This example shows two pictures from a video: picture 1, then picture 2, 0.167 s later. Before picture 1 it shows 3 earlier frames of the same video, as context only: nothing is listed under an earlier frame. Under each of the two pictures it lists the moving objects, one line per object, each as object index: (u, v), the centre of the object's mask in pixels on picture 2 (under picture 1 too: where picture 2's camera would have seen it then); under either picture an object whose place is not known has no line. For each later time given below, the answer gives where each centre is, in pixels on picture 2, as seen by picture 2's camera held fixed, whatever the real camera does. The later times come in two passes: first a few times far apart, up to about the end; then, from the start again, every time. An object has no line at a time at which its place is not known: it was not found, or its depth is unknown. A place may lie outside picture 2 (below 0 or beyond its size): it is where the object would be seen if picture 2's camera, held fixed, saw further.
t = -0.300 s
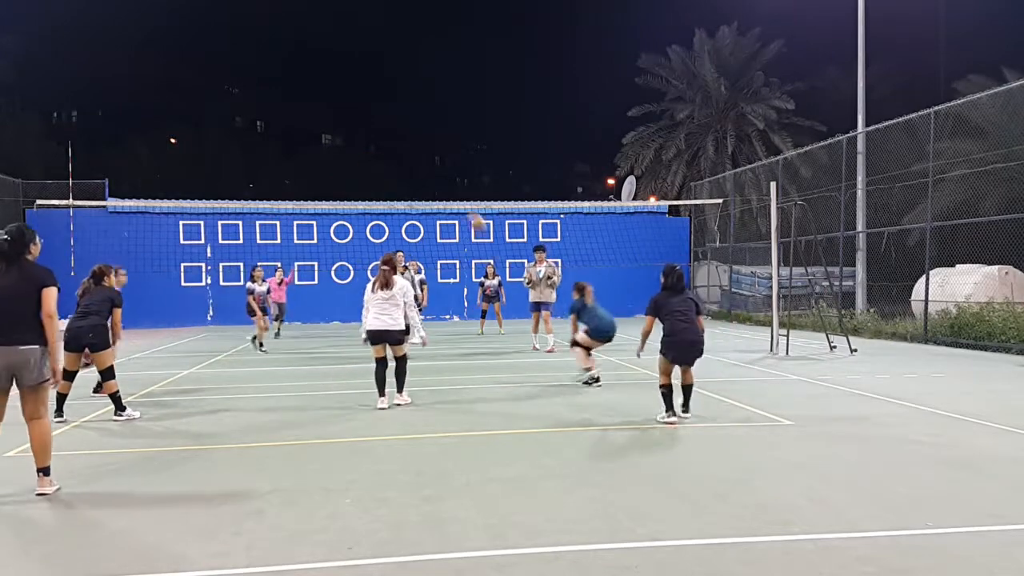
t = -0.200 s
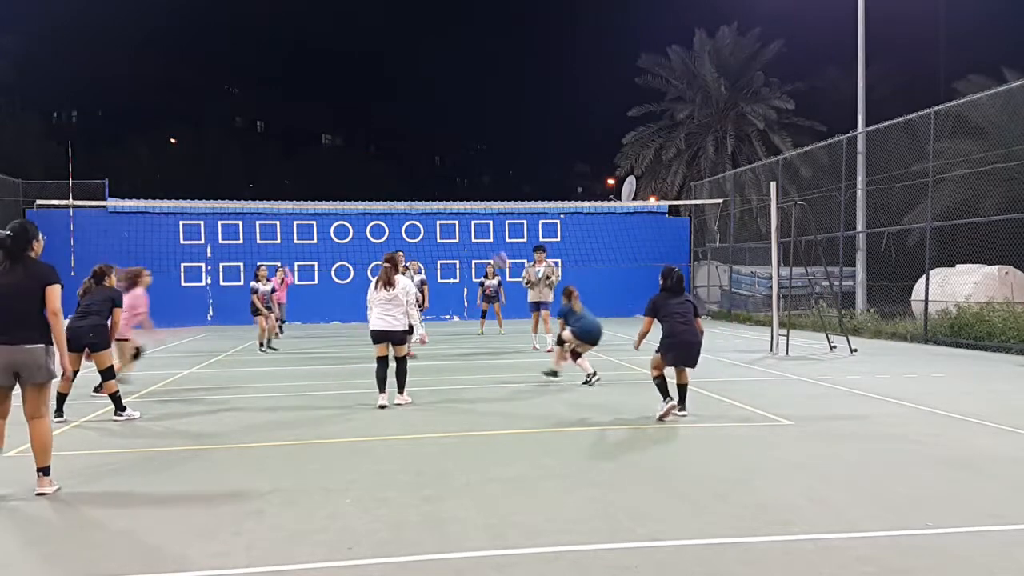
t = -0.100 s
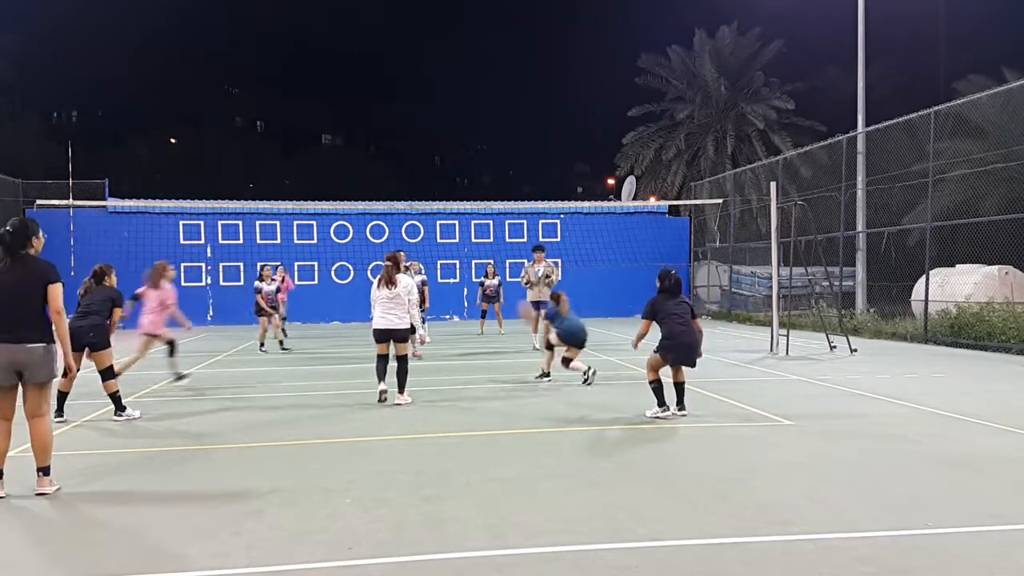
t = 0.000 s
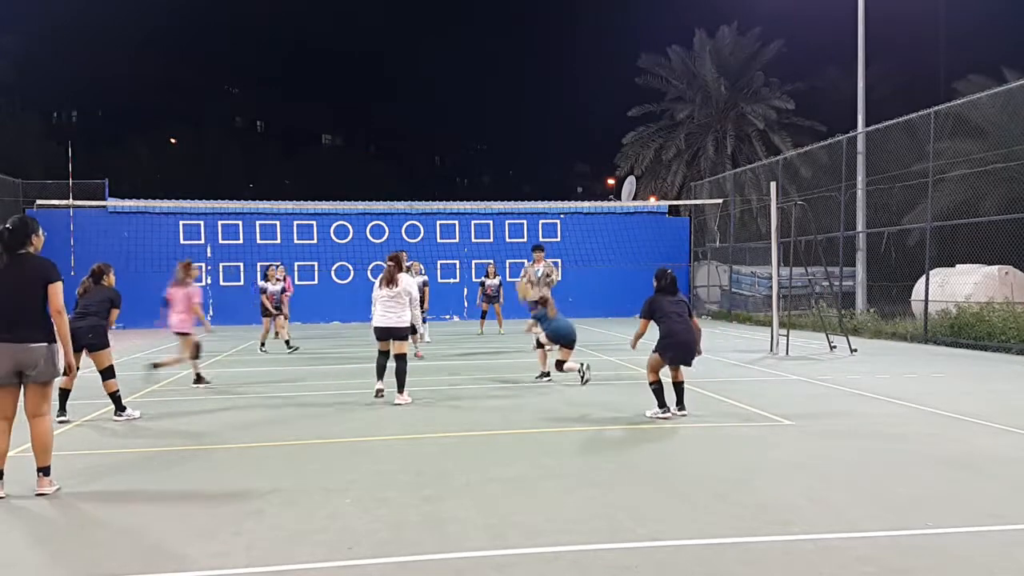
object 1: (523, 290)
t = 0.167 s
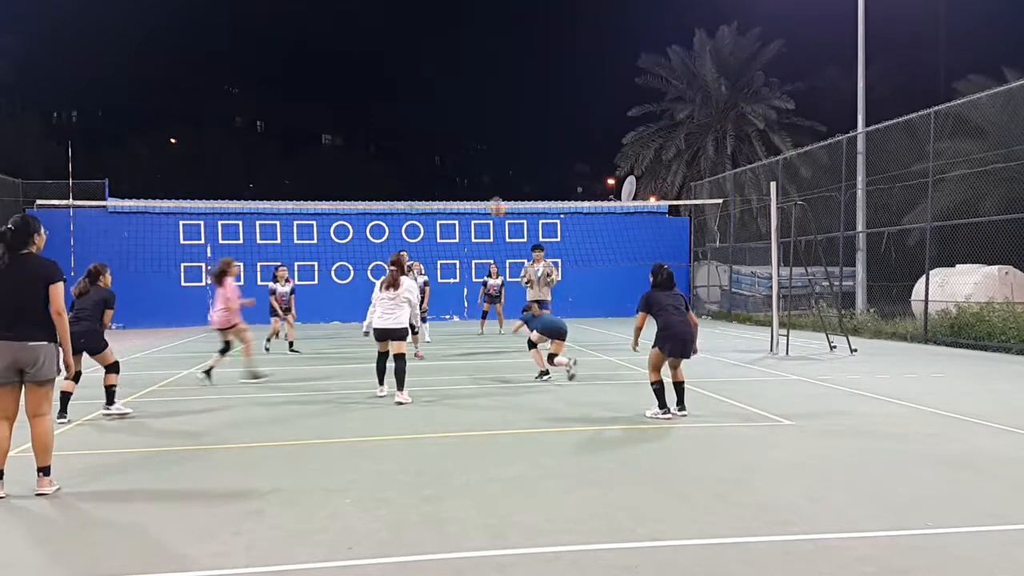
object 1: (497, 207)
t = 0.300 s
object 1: (478, 164)
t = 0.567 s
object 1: (442, 116)
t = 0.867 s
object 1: (408, 121)
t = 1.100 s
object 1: (385, 159)
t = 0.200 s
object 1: (492, 194)
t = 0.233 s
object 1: (487, 182)
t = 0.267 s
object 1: (482, 173)
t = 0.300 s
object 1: (478, 164)
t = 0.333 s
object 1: (473, 154)
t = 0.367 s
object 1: (468, 146)
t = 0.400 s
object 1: (464, 140)
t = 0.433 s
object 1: (459, 133)
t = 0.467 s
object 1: (455, 128)
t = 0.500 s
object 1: (451, 123)
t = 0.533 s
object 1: (446, 119)
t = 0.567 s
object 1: (442, 116)
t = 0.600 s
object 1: (438, 114)
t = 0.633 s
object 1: (434, 112)
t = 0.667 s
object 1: (430, 112)
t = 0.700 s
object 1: (426, 112)
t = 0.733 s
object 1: (423, 112)
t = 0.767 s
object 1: (419, 114)
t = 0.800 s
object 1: (415, 115)
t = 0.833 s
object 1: (412, 118)
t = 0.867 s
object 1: (408, 121)
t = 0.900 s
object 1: (405, 125)
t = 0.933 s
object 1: (401, 130)
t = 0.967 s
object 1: (398, 134)
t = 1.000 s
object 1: (395, 140)
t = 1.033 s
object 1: (391, 146)
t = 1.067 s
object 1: (388, 152)
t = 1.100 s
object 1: (385, 159)
